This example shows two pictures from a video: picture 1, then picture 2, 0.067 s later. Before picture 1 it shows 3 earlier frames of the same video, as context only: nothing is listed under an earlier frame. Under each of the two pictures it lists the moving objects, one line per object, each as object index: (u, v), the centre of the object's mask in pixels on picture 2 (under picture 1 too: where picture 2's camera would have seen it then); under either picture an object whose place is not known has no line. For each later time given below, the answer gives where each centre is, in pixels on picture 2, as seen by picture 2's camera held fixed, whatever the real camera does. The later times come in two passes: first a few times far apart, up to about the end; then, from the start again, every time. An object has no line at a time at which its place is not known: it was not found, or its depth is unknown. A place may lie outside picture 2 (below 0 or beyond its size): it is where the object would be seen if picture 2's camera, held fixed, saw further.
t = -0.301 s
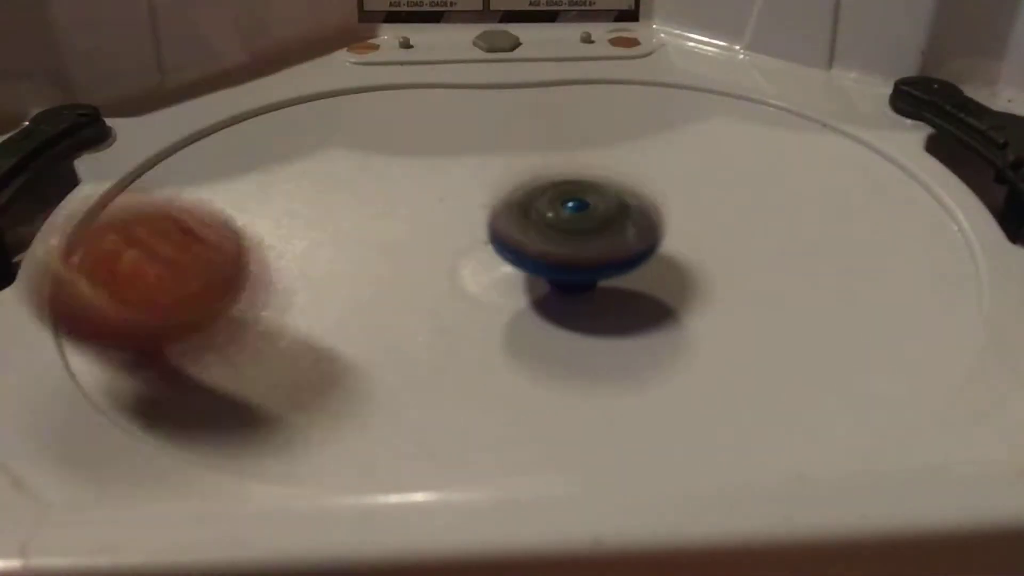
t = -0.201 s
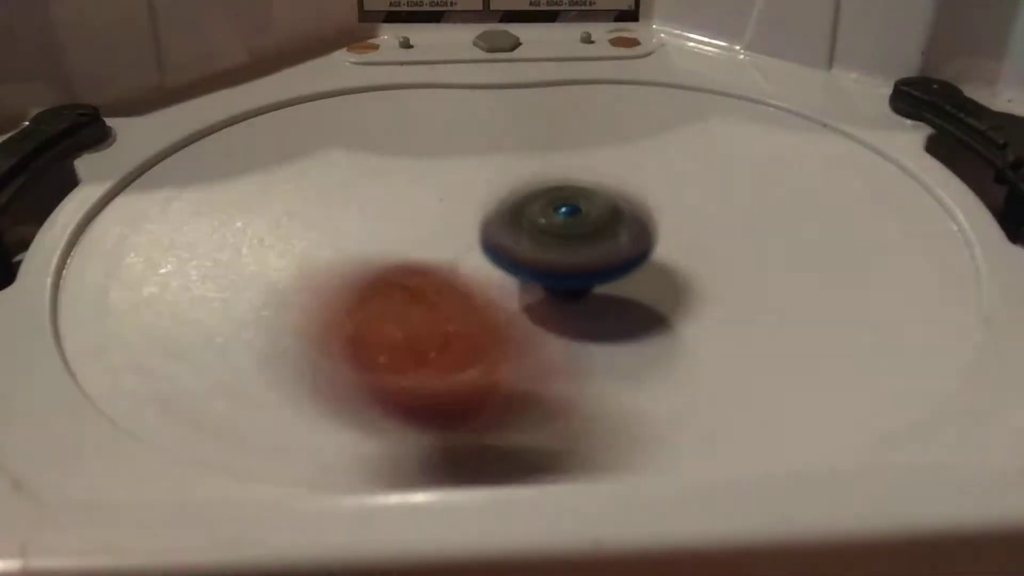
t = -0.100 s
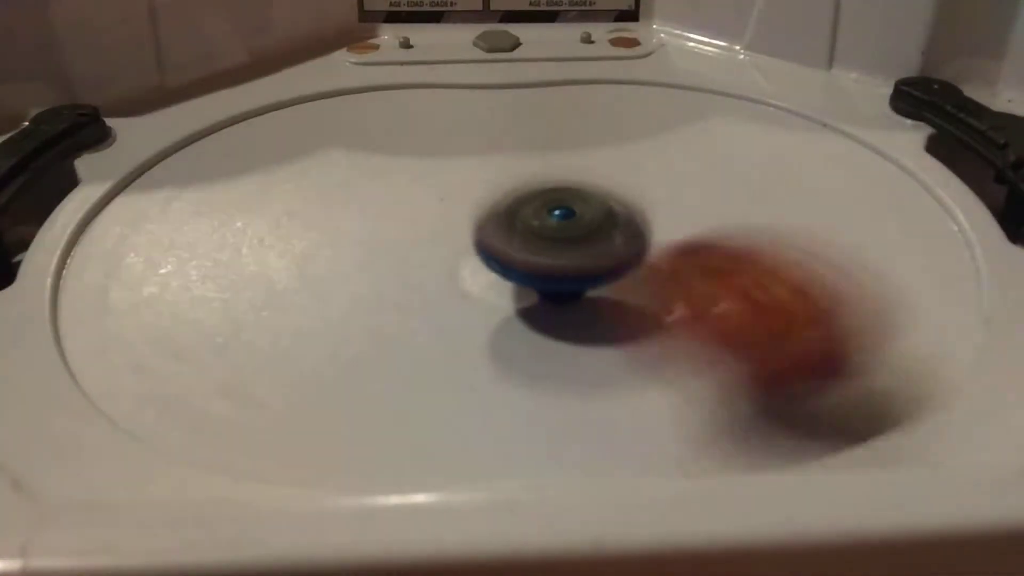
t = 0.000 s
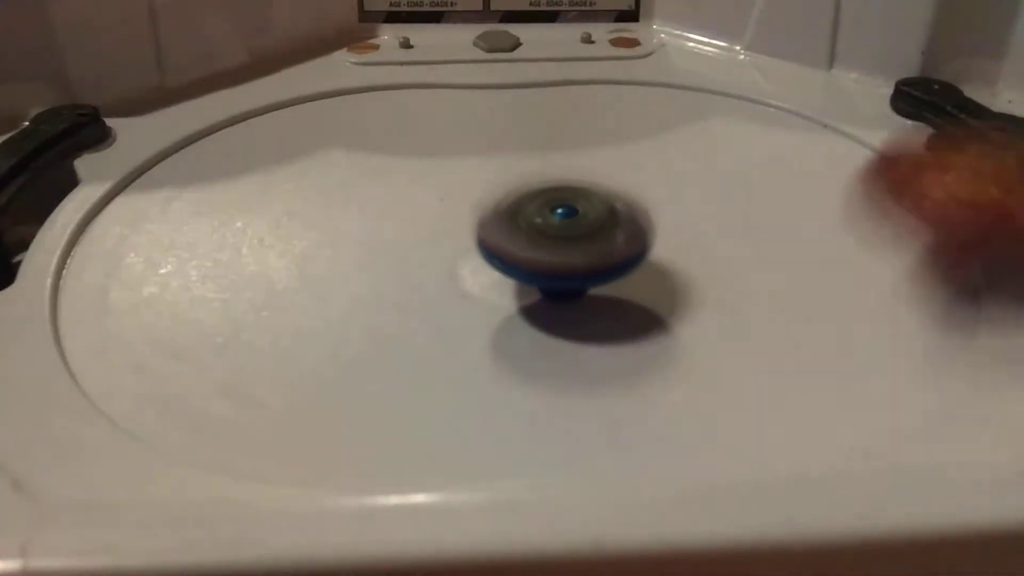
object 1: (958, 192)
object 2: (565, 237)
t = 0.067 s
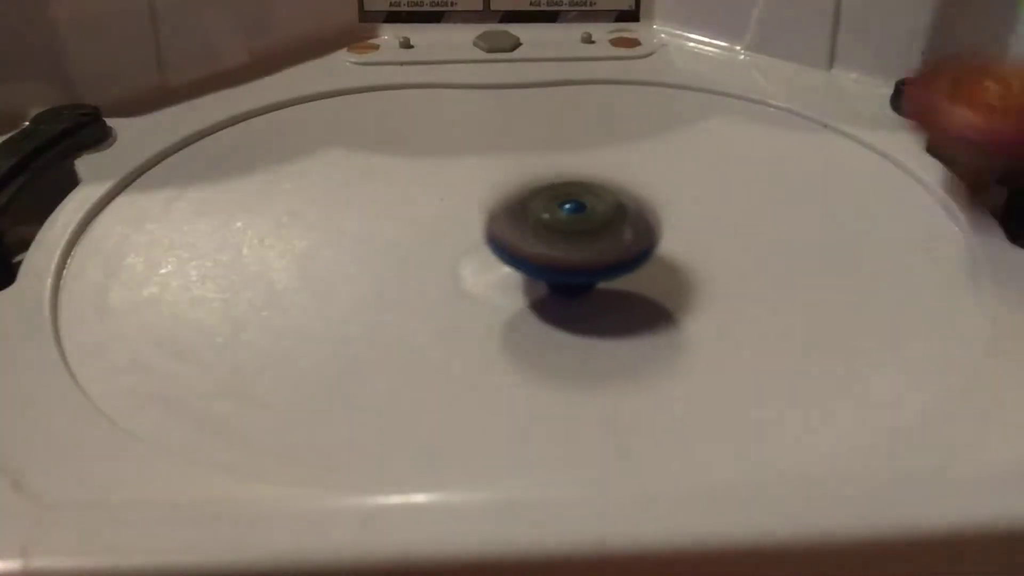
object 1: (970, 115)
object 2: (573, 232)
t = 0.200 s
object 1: (831, 40)
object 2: (575, 231)
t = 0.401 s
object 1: (528, 23)
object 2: (577, 227)
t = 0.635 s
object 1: (245, 144)
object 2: (577, 220)
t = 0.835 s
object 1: (262, 380)
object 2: (583, 210)
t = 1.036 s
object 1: (832, 278)
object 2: (575, 206)
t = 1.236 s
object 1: (841, 88)
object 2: (576, 198)
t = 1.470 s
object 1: (384, 64)
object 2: (566, 197)
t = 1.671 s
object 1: (91, 245)
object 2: (562, 193)
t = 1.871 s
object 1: (679, 327)
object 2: (560, 197)
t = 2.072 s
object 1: (903, 132)
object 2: (554, 191)
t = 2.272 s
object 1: (600, 27)
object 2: (571, 202)
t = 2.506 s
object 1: (87, 149)
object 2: (576, 219)
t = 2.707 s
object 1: (430, 364)
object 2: (574, 216)
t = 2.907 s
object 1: (957, 212)
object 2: (577, 222)
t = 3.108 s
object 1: (717, 34)
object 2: (575, 222)
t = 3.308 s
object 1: (302, 77)
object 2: (576, 215)
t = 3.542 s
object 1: (99, 302)
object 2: (576, 214)
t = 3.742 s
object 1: (745, 335)
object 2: (573, 205)
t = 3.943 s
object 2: (573, 204)
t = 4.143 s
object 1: (586, 31)
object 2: (573, 207)
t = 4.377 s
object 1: (148, 146)
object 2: (573, 205)
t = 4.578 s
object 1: (243, 378)
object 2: (574, 211)
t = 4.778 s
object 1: (869, 284)
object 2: (576, 215)
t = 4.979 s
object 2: (577, 216)
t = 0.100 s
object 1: (963, 85)
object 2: (573, 231)
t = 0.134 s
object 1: (928, 67)
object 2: (573, 231)
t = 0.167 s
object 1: (881, 47)
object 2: (574, 231)
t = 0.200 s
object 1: (831, 40)
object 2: (575, 231)
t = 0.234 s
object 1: (775, 33)
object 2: (573, 233)
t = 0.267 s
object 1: (713, 29)
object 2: (570, 235)
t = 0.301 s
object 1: (660, 30)
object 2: (568, 235)
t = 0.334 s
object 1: (612, 25)
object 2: (570, 232)
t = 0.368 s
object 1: (570, 24)
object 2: (574, 229)
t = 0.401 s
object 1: (528, 23)
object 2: (577, 227)
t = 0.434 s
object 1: (494, 25)
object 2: (580, 224)
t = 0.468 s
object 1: (460, 32)
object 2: (581, 224)
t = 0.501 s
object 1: (426, 47)
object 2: (581, 224)
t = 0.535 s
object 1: (382, 65)
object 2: (580, 224)
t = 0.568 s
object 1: (337, 86)
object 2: (578, 224)
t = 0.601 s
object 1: (293, 110)
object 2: (577, 223)
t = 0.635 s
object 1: (245, 144)
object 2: (577, 220)
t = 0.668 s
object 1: (210, 177)
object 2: (577, 216)
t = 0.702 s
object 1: (183, 217)
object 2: (578, 213)
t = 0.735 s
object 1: (167, 264)
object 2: (578, 211)
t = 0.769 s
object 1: (168, 308)
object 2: (578, 210)
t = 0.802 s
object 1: (193, 350)
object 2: (580, 211)
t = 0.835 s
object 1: (262, 380)
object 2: (583, 210)
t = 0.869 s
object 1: (362, 381)
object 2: (582, 211)
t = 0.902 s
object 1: (462, 361)
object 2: (580, 212)
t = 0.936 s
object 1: (566, 354)
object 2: (576, 211)
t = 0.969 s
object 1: (655, 327)
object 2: (576, 208)
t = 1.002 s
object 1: (758, 316)
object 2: (577, 209)
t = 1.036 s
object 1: (832, 278)
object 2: (575, 206)
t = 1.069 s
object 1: (892, 252)
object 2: (572, 201)
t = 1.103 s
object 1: (930, 213)
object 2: (571, 197)
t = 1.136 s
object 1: (947, 177)
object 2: (571, 196)
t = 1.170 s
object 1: (936, 142)
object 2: (573, 196)
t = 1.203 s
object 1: (889, 110)
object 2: (574, 197)
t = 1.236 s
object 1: (841, 88)
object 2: (576, 198)
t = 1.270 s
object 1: (783, 66)
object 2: (576, 199)
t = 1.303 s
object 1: (722, 40)
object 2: (576, 201)
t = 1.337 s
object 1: (680, 29)
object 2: (575, 202)
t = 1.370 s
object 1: (603, 31)
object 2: (573, 201)
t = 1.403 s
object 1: (535, 34)
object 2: (571, 200)
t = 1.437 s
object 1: (458, 48)
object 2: (568, 198)
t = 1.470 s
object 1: (384, 64)
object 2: (566, 197)
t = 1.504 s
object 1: (311, 81)
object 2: (562, 195)
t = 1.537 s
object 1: (236, 105)
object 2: (559, 194)
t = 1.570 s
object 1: (164, 128)
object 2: (558, 192)
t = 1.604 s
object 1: (98, 158)
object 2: (558, 191)
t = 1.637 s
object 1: (66, 186)
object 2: (558, 192)
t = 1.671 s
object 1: (91, 245)
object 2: (562, 193)
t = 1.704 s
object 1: (152, 296)
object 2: (565, 196)
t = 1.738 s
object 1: (224, 344)
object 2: (566, 197)
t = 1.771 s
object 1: (320, 375)
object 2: (566, 198)
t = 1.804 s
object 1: (452, 363)
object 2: (565, 196)
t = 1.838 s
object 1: (560, 348)
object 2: (563, 197)
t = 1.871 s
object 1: (679, 327)
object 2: (560, 197)
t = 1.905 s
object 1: (769, 302)
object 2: (556, 196)
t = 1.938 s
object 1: (838, 270)
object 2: (553, 194)
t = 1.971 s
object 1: (880, 236)
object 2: (551, 193)
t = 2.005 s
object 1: (906, 198)
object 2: (550, 192)
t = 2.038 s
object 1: (913, 162)
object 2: (551, 191)
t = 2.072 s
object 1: (903, 132)
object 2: (554, 191)
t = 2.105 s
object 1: (880, 102)
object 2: (558, 192)
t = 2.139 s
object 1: (847, 81)
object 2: (562, 194)
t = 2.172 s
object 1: (789, 56)
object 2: (565, 196)
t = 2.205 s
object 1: (726, 42)
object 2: (568, 198)
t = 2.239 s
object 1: (668, 33)
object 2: (570, 199)
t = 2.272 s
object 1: (600, 27)
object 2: (571, 202)
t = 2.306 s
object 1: (536, 28)
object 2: (573, 204)
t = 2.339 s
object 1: (464, 44)
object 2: (576, 207)
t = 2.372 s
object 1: (390, 60)
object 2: (577, 209)
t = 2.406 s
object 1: (315, 77)
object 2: (577, 213)
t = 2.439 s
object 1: (228, 97)
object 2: (577, 216)
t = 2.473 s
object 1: (153, 120)
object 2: (577, 218)
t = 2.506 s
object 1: (87, 149)
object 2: (576, 219)
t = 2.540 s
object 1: (75, 184)
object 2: (575, 220)
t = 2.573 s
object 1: (93, 254)
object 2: (574, 220)
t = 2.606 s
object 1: (114, 312)
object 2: (574, 219)
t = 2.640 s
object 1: (166, 356)
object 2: (574, 218)
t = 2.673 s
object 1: (285, 364)
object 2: (575, 217)
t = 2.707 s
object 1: (430, 364)
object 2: (574, 216)
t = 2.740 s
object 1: (558, 353)
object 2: (576, 215)
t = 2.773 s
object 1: (690, 341)
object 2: (577, 215)
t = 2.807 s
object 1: (814, 328)
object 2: (578, 217)
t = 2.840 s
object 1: (895, 297)
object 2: (578, 219)
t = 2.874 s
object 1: (940, 259)
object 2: (578, 220)
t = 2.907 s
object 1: (957, 212)
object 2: (577, 222)
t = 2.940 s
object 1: (949, 177)
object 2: (577, 223)
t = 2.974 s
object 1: (922, 142)
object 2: (577, 223)
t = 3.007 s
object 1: (878, 114)
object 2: (577, 224)
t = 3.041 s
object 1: (826, 85)
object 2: (576, 224)
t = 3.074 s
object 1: (773, 49)
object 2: (576, 223)
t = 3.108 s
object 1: (717, 34)
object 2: (575, 222)
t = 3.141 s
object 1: (648, 29)
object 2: (576, 222)
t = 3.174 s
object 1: (589, 28)
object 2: (576, 221)
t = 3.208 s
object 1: (516, 34)
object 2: (576, 221)
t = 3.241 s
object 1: (448, 48)
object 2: (576, 219)
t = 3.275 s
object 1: (378, 62)
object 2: (576, 216)
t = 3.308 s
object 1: (302, 77)
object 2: (576, 215)
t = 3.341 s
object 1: (235, 91)
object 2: (576, 213)
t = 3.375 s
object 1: (177, 113)
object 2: (577, 213)
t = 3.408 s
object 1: (121, 139)
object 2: (577, 213)
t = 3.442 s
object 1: (86, 168)
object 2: (577, 213)
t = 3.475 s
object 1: (72, 209)
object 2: (577, 214)
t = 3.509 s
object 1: (77, 250)
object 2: (576, 214)
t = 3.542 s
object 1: (99, 302)
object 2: (576, 214)
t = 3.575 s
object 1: (150, 345)
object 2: (575, 214)
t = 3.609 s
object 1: (246, 374)
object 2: (574, 213)
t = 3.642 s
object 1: (382, 378)
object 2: (574, 212)
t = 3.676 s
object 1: (513, 365)
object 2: (574, 210)
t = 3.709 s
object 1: (628, 350)
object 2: (573, 207)
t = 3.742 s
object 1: (745, 335)
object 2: (573, 205)
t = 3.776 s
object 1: (837, 306)
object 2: (573, 204)
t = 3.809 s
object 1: (896, 265)
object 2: (573, 205)
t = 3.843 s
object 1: (930, 222)
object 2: (573, 205)
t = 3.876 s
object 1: (946, 191)
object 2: (573, 205)
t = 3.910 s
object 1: (944, 157)
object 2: (573, 205)
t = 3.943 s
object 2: (573, 204)
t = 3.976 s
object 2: (573, 204)
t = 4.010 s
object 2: (573, 203)
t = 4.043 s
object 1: (748, 44)
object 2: (574, 203)
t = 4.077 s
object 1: (701, 38)
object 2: (574, 205)
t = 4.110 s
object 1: (642, 29)
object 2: (574, 206)
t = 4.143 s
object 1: (586, 31)
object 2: (573, 207)
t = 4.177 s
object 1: (518, 35)
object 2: (574, 208)
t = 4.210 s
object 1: (448, 49)
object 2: (573, 207)
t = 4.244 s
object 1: (377, 62)
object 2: (573, 206)
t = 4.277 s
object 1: (306, 79)
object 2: (573, 205)
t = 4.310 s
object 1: (247, 98)
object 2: (573, 205)
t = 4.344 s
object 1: (198, 121)
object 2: (573, 205)
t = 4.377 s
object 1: (148, 146)
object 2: (573, 205)
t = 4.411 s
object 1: (113, 179)
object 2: (573, 205)
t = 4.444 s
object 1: (97, 214)
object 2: (573, 206)
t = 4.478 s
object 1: (95, 256)
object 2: (574, 208)
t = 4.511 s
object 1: (111, 313)
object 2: (574, 210)
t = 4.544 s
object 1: (157, 350)
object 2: (574, 210)
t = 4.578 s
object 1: (243, 378)
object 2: (574, 211)
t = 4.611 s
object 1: (367, 382)
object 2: (574, 211)
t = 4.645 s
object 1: (481, 366)
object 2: (575, 211)
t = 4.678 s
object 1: (598, 351)
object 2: (575, 211)
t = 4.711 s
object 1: (699, 336)
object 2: (576, 213)
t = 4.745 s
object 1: (802, 316)
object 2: (576, 214)
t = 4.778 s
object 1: (869, 284)
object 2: (576, 215)
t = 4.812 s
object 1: (909, 251)
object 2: (576, 215)
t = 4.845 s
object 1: (930, 215)
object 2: (576, 215)
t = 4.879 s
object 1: (944, 186)
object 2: (576, 215)
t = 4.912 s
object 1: (950, 182)
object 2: (576, 215)
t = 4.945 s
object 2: (577, 215)
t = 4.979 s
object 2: (577, 216)
